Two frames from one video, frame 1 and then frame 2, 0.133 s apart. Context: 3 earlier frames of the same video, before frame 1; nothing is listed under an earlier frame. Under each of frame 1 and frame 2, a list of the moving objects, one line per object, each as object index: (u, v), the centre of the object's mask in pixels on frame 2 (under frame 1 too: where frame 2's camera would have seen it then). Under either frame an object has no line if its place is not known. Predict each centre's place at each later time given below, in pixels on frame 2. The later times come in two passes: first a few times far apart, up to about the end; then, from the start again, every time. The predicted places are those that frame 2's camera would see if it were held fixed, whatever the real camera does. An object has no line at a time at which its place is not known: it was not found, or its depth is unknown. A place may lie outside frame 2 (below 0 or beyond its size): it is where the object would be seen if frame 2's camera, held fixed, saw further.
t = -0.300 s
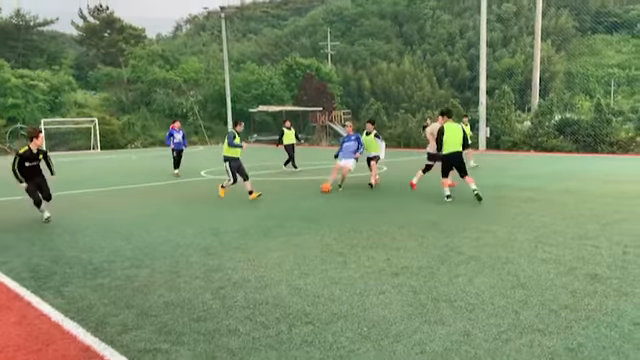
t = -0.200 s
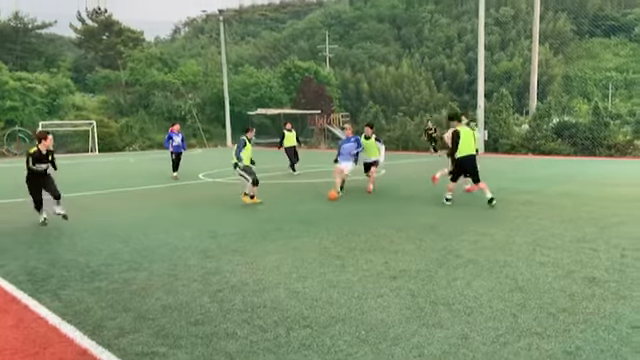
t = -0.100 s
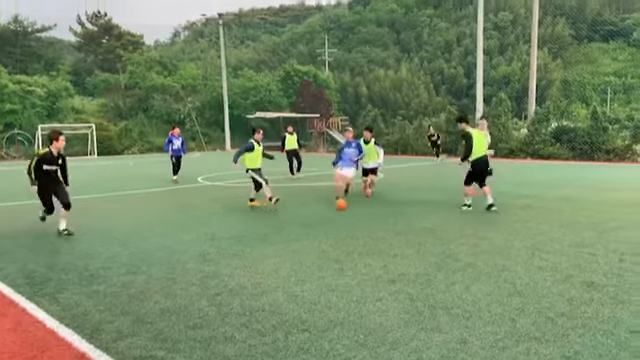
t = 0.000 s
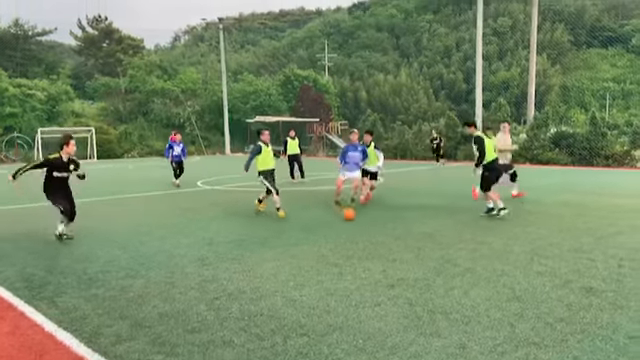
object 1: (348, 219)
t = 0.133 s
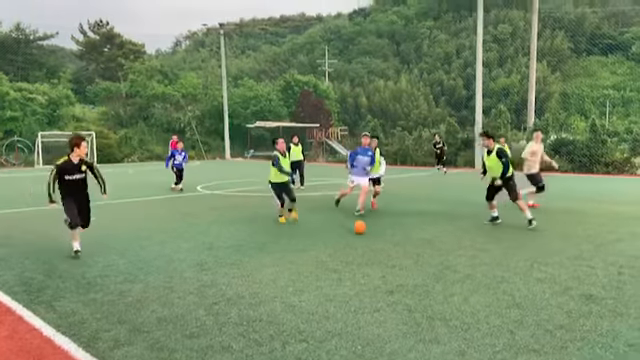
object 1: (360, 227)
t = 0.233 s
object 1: (368, 232)
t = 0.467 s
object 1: (393, 251)
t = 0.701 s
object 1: (425, 277)
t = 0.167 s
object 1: (363, 228)
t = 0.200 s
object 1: (366, 230)
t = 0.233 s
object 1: (368, 232)
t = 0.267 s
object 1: (371, 236)
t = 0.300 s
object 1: (375, 237)
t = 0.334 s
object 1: (379, 241)
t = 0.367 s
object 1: (382, 243)
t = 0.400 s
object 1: (385, 246)
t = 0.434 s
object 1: (390, 249)
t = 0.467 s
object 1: (393, 251)
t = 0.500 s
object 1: (397, 254)
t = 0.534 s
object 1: (401, 258)
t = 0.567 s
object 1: (406, 261)
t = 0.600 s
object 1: (411, 264)
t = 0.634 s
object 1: (415, 267)
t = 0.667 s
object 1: (421, 273)
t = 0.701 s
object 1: (425, 277)
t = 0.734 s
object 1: (430, 280)
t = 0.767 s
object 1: (434, 286)
